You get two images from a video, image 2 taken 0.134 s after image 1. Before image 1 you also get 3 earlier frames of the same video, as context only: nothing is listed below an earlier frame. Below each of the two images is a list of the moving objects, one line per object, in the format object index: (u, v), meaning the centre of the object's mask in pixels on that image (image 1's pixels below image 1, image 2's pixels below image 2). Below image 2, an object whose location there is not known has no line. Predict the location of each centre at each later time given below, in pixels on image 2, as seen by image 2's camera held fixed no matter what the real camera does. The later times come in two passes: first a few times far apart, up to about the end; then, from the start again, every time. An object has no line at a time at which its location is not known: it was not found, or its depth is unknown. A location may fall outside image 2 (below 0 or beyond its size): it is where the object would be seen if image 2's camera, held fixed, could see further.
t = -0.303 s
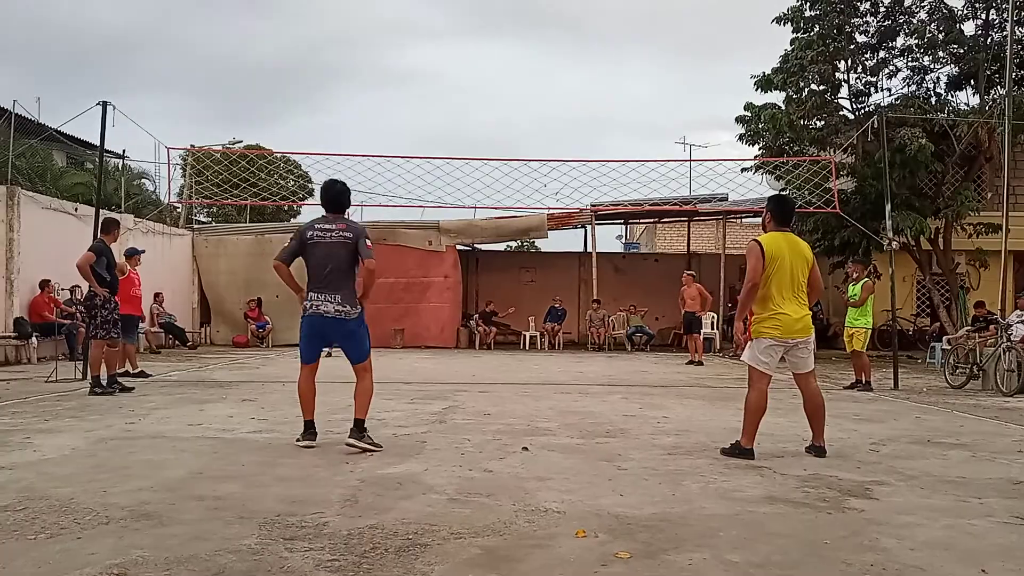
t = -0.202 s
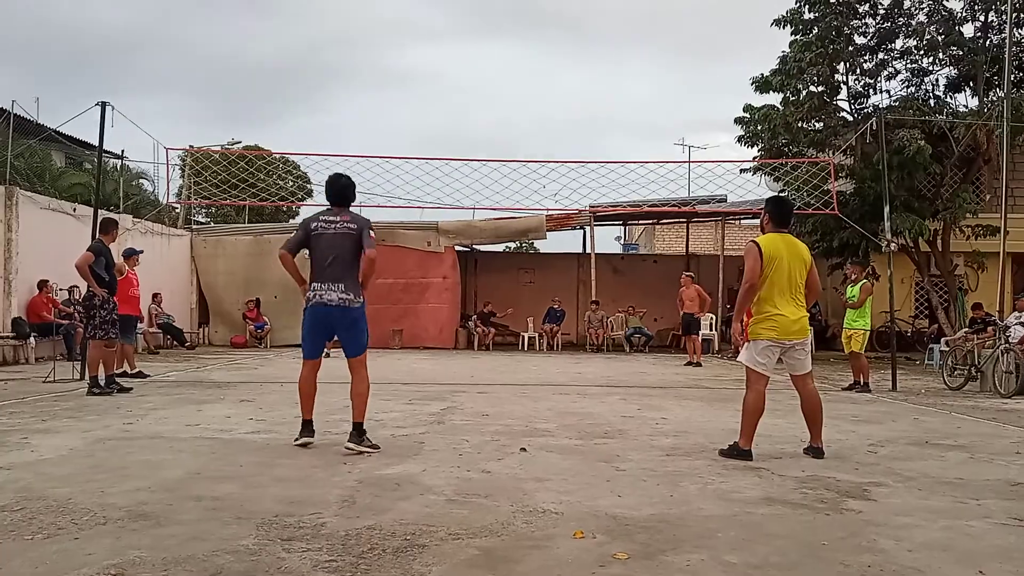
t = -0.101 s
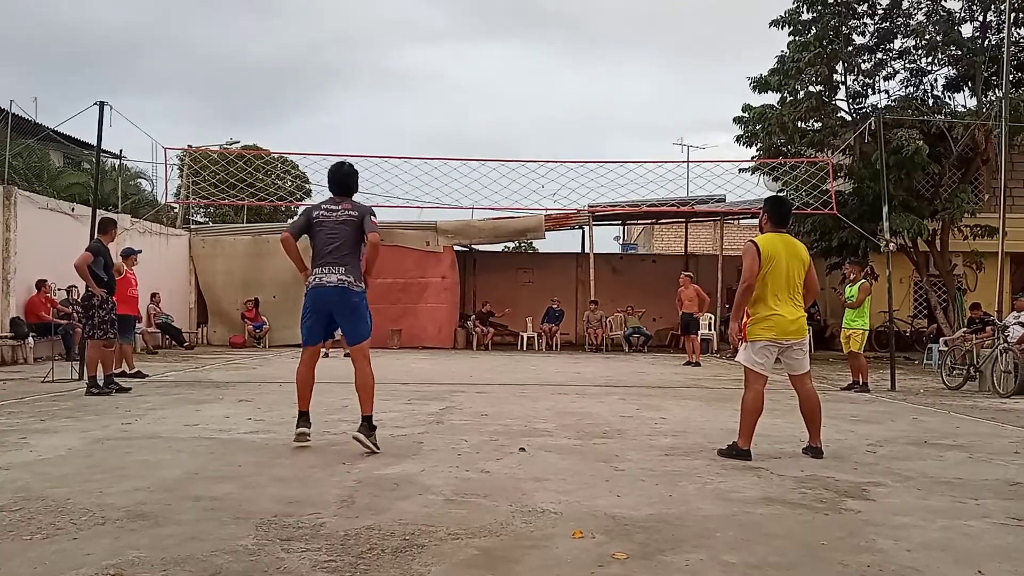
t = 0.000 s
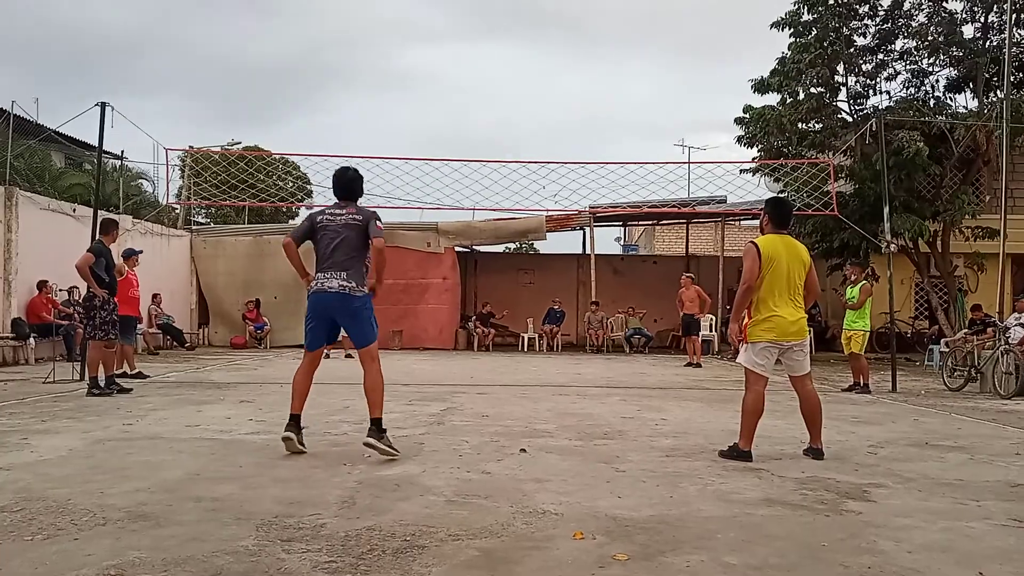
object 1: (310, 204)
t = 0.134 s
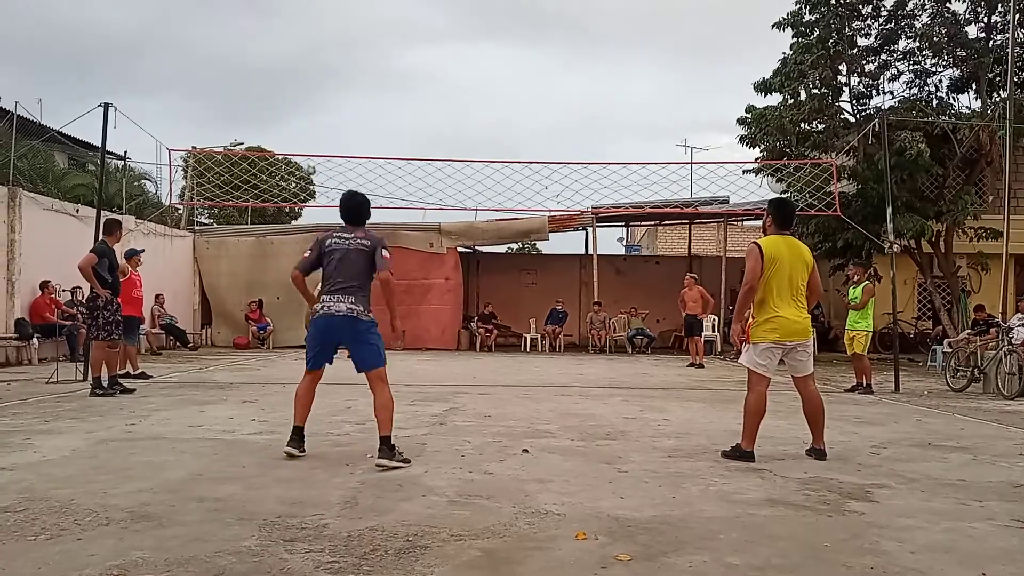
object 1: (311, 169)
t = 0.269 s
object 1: (305, 139)
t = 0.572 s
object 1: (284, 98)
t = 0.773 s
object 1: (254, 105)
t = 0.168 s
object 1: (309, 162)
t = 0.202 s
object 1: (308, 154)
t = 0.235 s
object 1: (307, 146)
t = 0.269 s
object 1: (305, 139)
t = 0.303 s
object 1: (304, 132)
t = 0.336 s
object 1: (302, 126)
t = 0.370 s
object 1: (300, 120)
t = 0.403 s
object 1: (298, 115)
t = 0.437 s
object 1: (296, 110)
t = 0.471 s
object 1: (294, 107)
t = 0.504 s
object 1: (291, 103)
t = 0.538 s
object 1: (288, 100)
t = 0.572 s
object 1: (284, 98)
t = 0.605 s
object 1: (280, 96)
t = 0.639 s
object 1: (276, 96)
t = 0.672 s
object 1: (272, 96)
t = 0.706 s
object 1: (266, 98)
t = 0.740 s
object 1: (261, 101)
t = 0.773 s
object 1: (254, 105)
